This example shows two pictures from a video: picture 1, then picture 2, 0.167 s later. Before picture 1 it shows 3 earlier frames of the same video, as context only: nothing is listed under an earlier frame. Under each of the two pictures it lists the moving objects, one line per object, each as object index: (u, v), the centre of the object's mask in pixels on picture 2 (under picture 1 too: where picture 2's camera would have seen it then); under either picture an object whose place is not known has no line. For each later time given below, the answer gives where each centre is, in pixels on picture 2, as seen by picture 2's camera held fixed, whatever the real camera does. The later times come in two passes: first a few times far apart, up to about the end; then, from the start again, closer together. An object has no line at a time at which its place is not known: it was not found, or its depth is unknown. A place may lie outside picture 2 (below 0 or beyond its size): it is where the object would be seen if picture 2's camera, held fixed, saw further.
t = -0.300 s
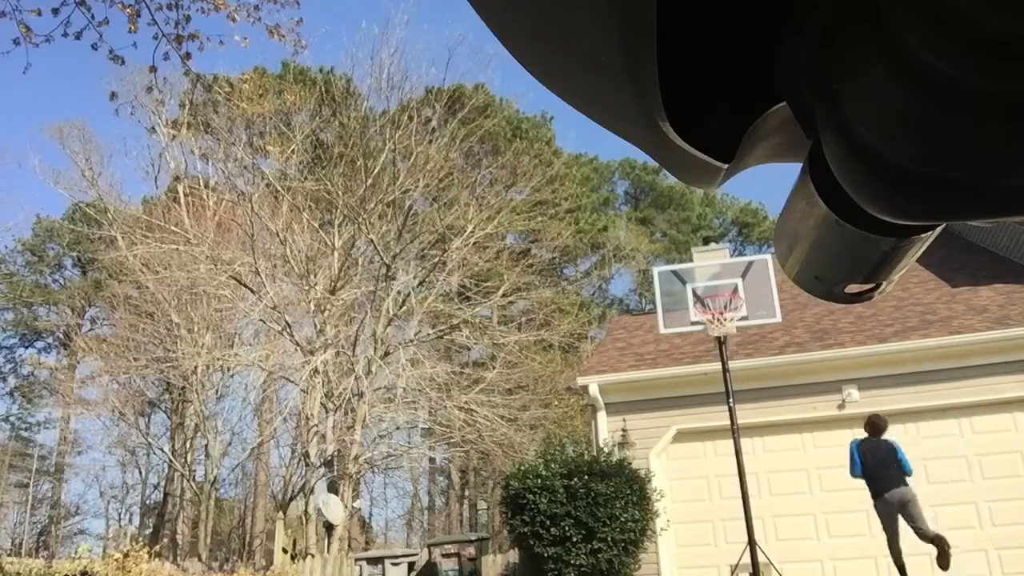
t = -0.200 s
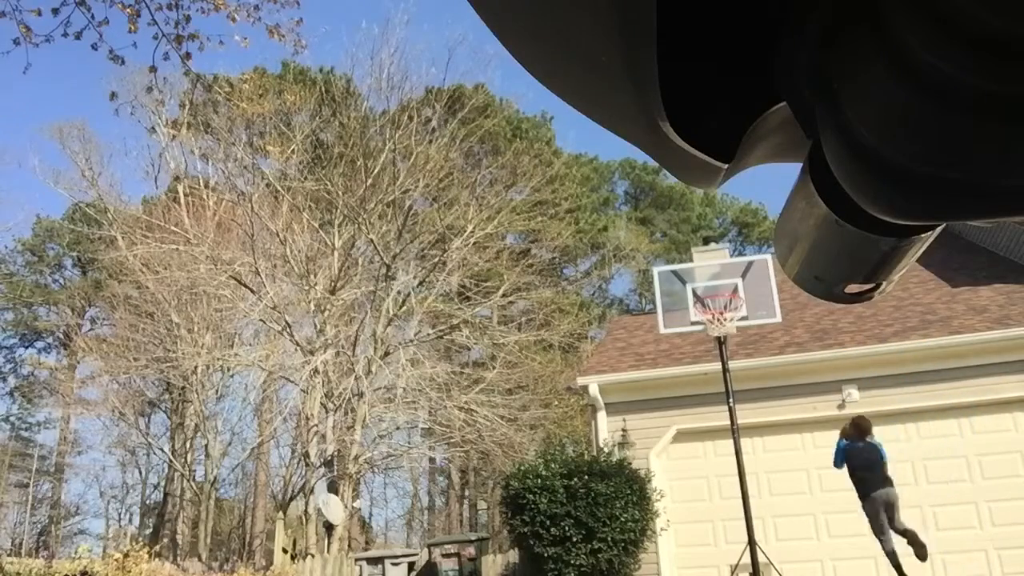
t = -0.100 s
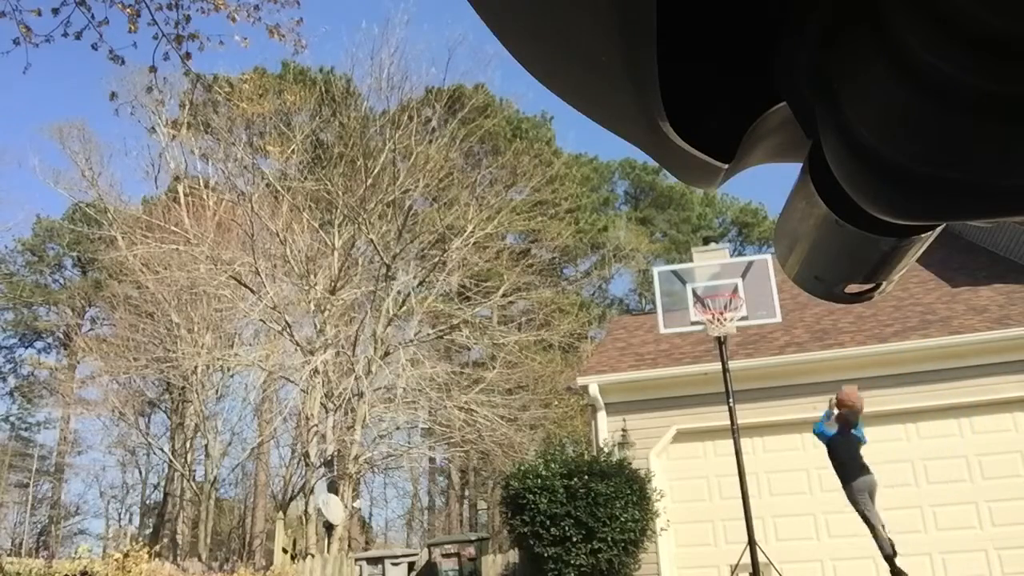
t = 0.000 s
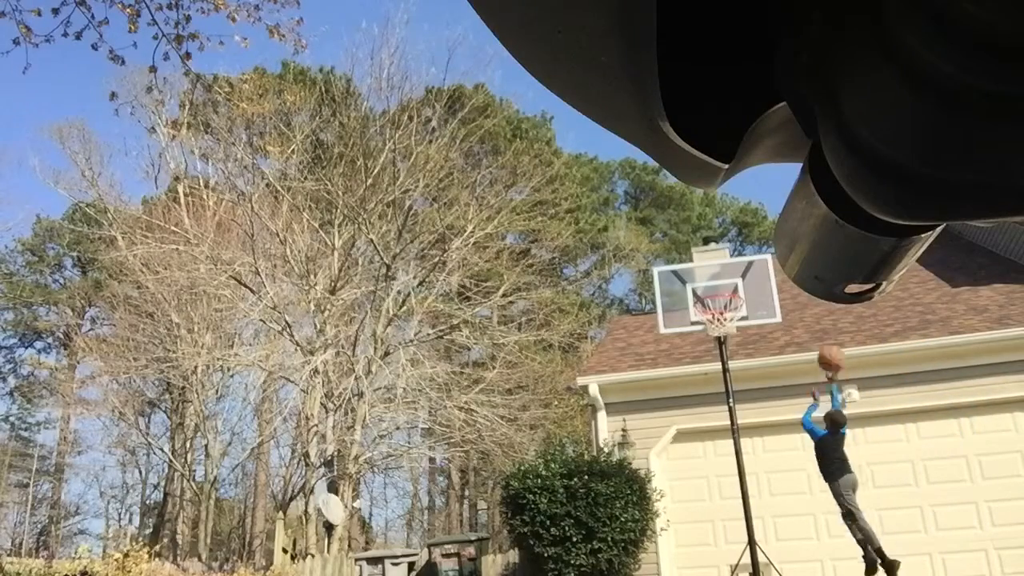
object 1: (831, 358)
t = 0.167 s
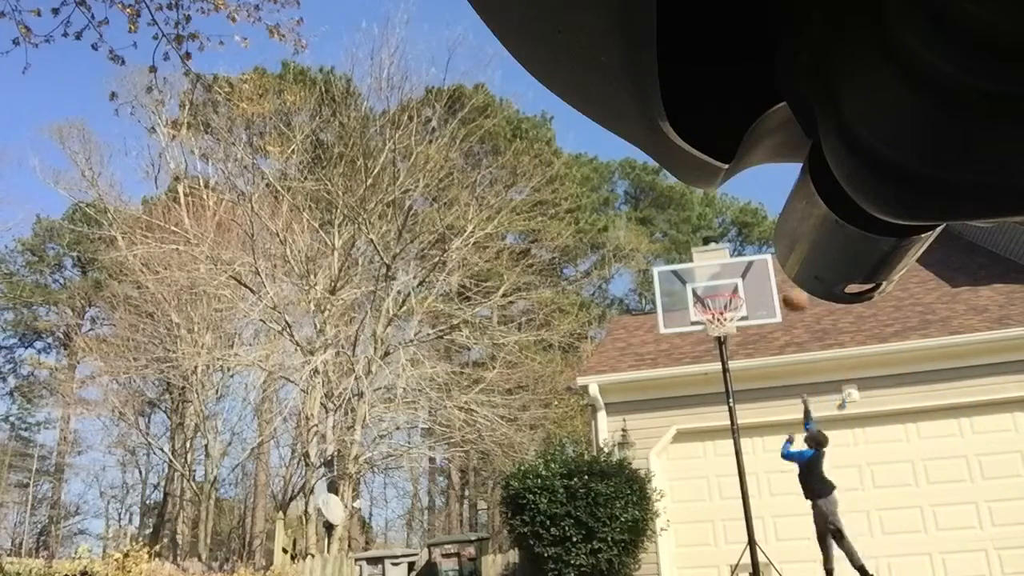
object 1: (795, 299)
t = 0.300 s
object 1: (772, 277)
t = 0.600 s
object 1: (743, 276)
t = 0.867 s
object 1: (741, 287)
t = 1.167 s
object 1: (749, 290)
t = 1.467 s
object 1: (775, 330)
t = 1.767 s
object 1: (816, 463)
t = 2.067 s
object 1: (848, 505)
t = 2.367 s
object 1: (861, 415)
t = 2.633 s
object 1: (889, 420)
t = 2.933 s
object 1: (944, 528)
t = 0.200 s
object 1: (789, 292)
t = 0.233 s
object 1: (783, 287)
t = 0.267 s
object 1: (778, 281)
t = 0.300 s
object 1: (772, 277)
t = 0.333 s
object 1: (768, 274)
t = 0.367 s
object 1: (762, 271)
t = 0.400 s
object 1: (758, 271)
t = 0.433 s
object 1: (752, 272)
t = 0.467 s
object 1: (750, 272)
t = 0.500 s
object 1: (748, 272)
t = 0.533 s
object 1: (746, 273)
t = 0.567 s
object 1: (745, 274)
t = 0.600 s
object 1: (743, 276)
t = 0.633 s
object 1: (742, 280)
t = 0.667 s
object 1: (741, 285)
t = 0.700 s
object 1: (740, 290)
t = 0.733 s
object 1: (740, 292)
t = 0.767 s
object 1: (740, 290)
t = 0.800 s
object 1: (741, 288)
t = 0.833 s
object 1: (741, 287)
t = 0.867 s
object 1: (741, 287)
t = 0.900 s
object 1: (742, 288)
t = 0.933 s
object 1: (743, 289)
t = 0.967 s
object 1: (744, 289)
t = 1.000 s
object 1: (744, 289)
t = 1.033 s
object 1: (746, 288)
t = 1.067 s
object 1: (747, 288)
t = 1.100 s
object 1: (748, 288)
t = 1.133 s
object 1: (748, 289)
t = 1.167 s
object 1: (749, 290)
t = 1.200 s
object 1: (752, 291)
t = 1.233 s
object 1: (754, 292)
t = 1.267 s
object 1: (756, 293)
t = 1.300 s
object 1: (758, 296)
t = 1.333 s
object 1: (760, 304)
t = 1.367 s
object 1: (764, 308)
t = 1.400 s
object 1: (768, 315)
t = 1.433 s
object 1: (771, 322)
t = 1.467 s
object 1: (775, 330)
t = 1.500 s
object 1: (778, 339)
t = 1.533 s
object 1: (782, 350)
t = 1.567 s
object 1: (786, 363)
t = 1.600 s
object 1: (791, 376)
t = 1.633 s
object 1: (796, 392)
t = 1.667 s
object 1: (801, 407)
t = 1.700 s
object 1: (805, 423)
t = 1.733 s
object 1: (811, 442)
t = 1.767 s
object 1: (816, 463)
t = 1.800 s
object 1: (822, 484)
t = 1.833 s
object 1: (828, 508)
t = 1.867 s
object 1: (835, 533)
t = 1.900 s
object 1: (842, 559)
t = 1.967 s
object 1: (848, 560)
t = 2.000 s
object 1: (847, 540)
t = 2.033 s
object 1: (848, 522)
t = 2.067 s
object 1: (848, 505)
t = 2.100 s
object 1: (849, 490)
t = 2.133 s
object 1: (849, 476)
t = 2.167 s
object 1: (850, 463)
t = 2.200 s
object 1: (852, 452)
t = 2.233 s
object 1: (853, 442)
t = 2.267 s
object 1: (855, 434)
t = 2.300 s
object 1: (857, 427)
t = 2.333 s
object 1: (858, 419)
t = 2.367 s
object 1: (861, 415)
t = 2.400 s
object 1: (864, 411)
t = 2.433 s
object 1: (867, 409)
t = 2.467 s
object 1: (870, 408)
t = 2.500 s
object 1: (873, 408)
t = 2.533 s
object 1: (876, 409)
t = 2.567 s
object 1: (881, 411)
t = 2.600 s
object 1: (885, 415)
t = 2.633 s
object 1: (889, 420)
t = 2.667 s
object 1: (894, 425)
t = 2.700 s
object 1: (899, 435)
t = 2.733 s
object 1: (905, 443)
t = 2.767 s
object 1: (910, 453)
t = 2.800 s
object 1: (916, 465)
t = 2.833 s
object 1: (923, 478)
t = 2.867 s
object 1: (929, 493)
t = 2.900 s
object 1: (936, 510)
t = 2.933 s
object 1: (944, 528)
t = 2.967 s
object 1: (951, 548)
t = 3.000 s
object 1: (959, 565)
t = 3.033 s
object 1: (962, 562)
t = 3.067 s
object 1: (962, 546)
